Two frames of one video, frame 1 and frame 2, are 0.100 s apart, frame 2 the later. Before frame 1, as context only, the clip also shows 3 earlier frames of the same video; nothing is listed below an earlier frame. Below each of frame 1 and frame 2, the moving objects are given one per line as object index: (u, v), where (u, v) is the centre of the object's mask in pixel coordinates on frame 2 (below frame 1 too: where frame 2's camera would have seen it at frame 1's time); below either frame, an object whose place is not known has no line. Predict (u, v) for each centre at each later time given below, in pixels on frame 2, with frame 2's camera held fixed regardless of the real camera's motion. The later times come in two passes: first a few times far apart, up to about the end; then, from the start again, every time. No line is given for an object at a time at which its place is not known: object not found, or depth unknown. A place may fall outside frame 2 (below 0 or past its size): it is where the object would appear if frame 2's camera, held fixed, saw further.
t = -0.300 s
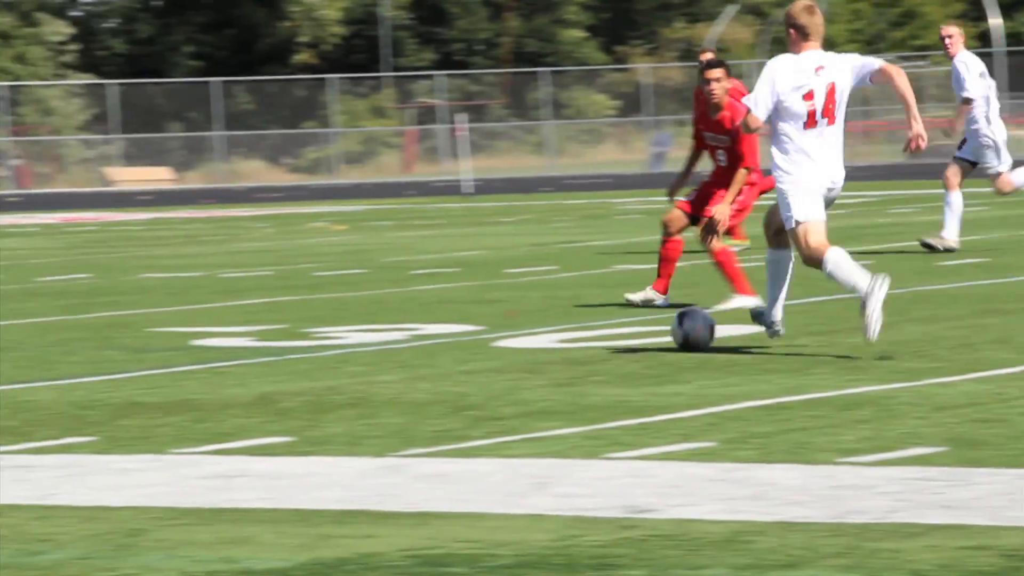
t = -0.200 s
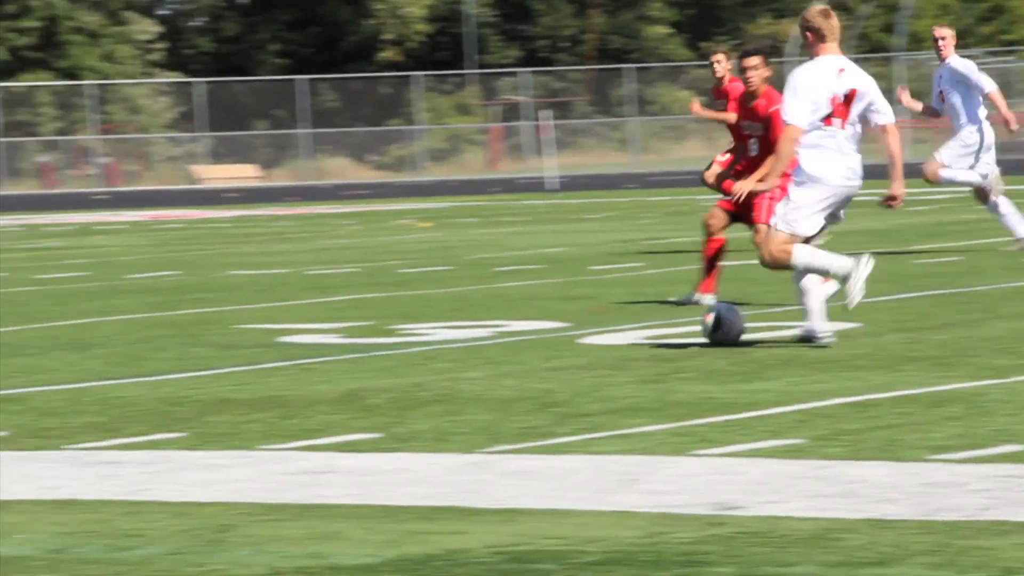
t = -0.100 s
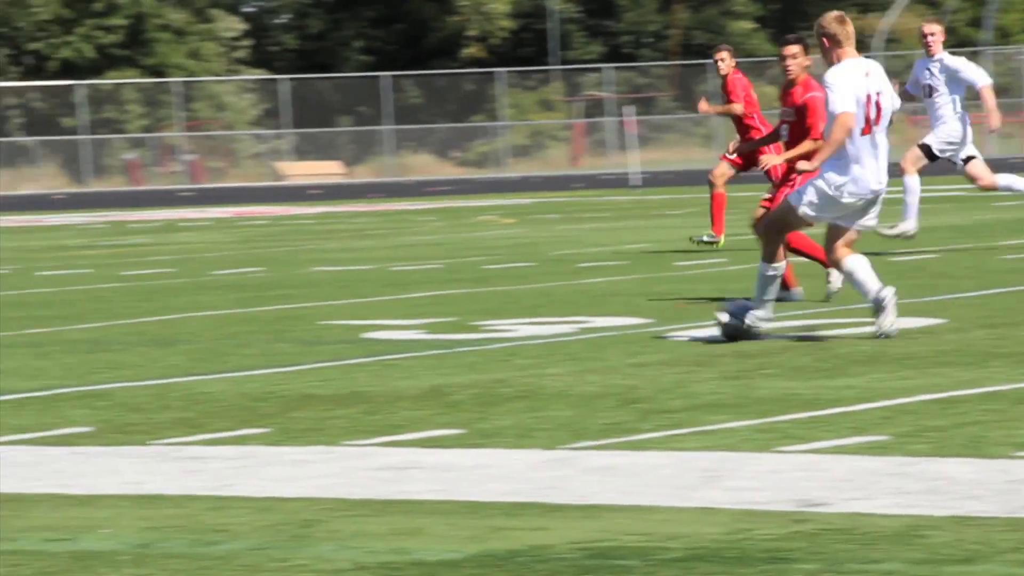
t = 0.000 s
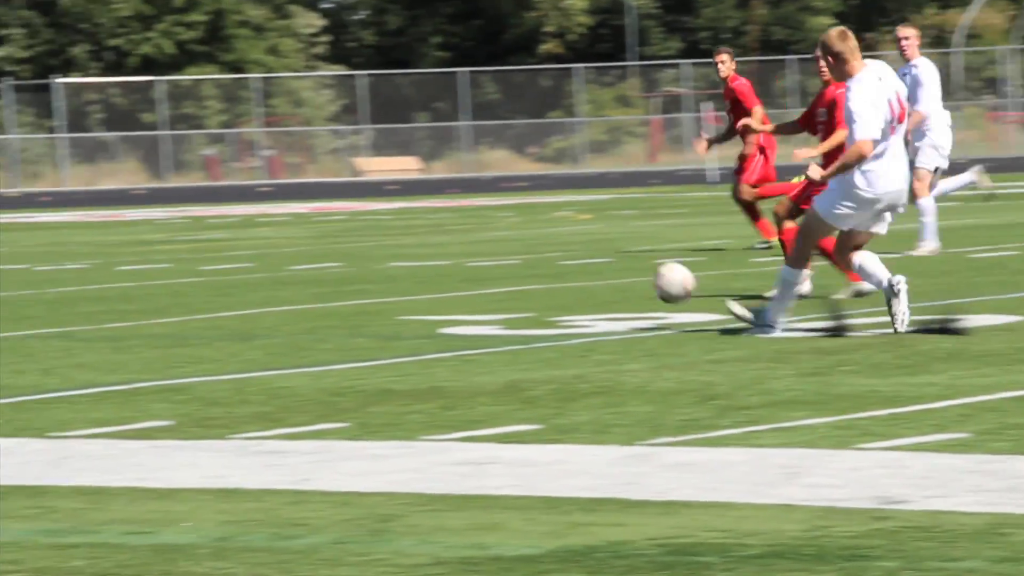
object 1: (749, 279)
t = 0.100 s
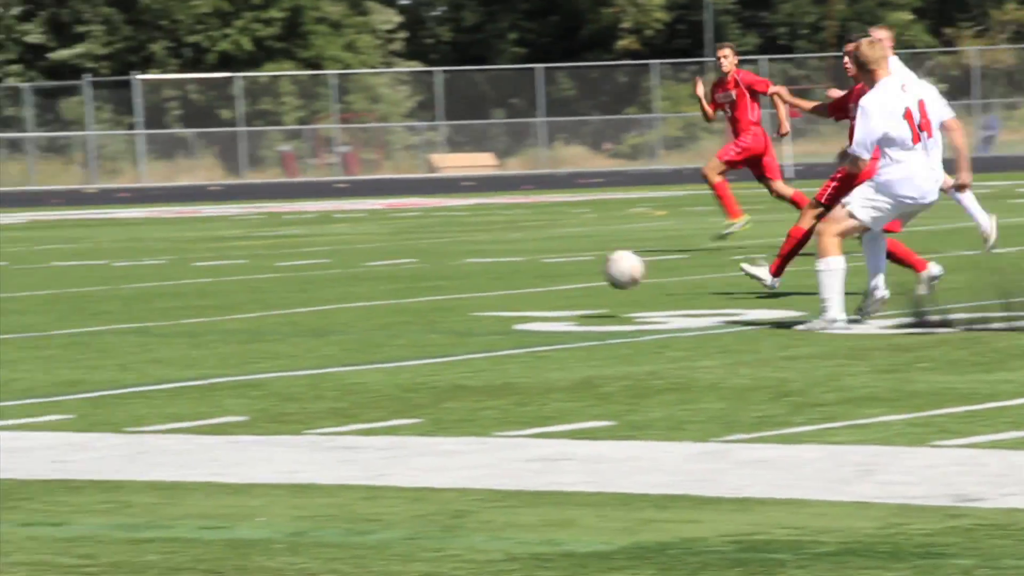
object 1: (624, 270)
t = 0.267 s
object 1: (449, 291)
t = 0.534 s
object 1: (264, 284)
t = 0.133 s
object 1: (586, 271)
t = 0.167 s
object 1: (549, 274)
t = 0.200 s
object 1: (514, 281)
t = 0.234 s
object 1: (480, 288)
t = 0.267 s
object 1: (449, 291)
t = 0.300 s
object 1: (423, 283)
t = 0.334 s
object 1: (398, 277)
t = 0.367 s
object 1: (373, 273)
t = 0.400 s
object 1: (350, 271)
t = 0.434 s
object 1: (327, 272)
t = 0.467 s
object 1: (306, 274)
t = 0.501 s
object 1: (284, 278)
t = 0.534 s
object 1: (264, 284)
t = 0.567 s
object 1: (245, 282)
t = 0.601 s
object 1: (227, 278)
